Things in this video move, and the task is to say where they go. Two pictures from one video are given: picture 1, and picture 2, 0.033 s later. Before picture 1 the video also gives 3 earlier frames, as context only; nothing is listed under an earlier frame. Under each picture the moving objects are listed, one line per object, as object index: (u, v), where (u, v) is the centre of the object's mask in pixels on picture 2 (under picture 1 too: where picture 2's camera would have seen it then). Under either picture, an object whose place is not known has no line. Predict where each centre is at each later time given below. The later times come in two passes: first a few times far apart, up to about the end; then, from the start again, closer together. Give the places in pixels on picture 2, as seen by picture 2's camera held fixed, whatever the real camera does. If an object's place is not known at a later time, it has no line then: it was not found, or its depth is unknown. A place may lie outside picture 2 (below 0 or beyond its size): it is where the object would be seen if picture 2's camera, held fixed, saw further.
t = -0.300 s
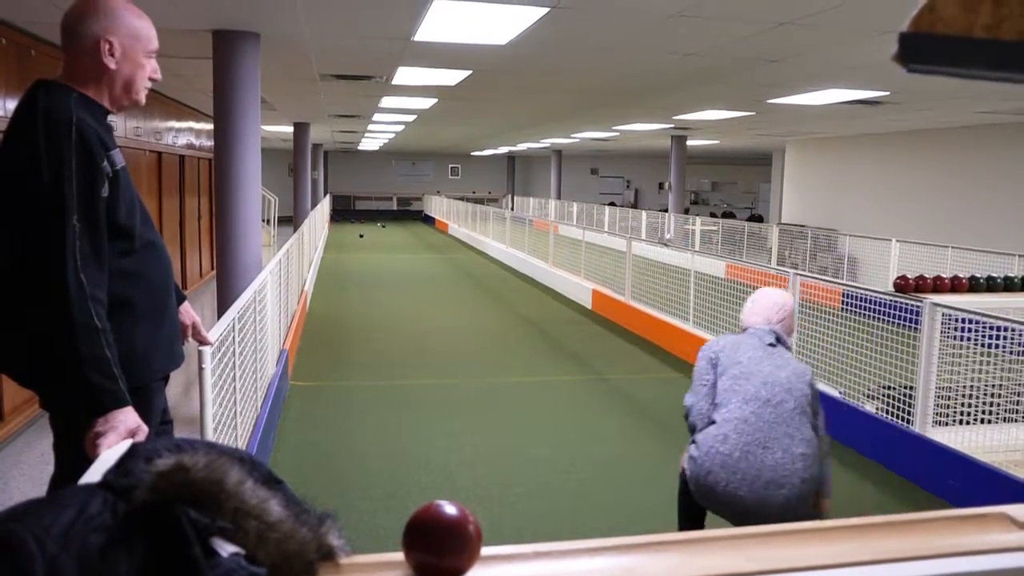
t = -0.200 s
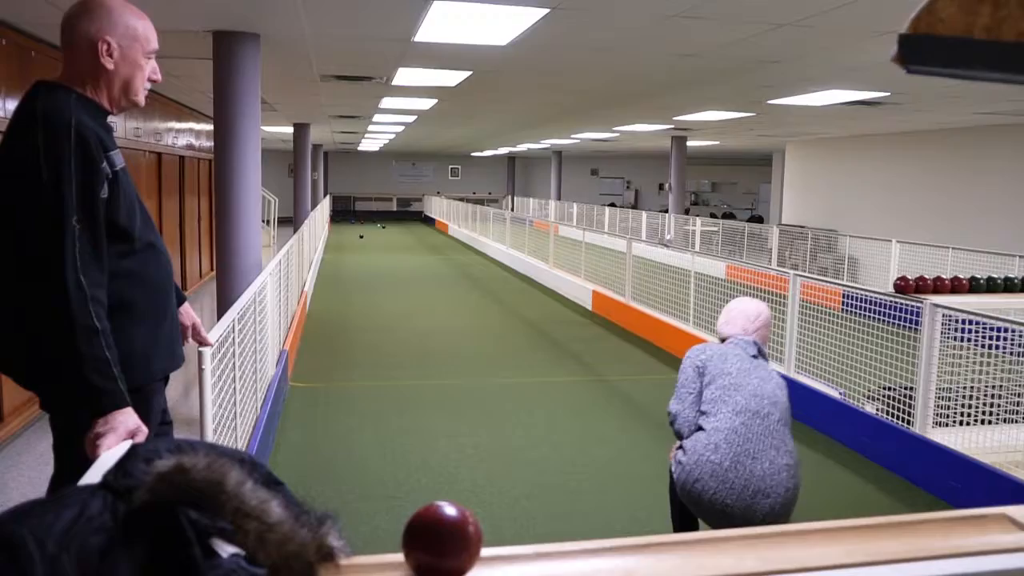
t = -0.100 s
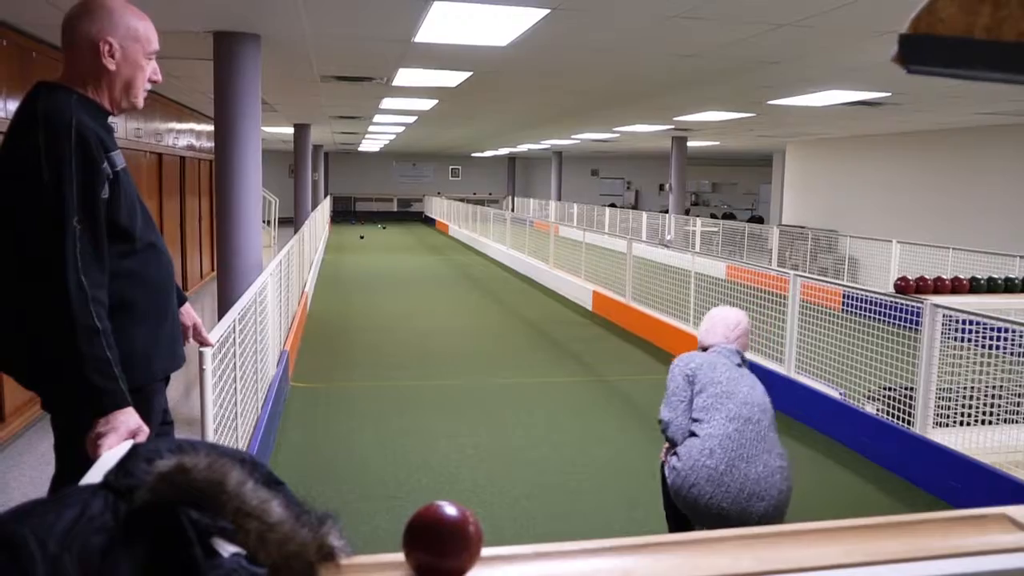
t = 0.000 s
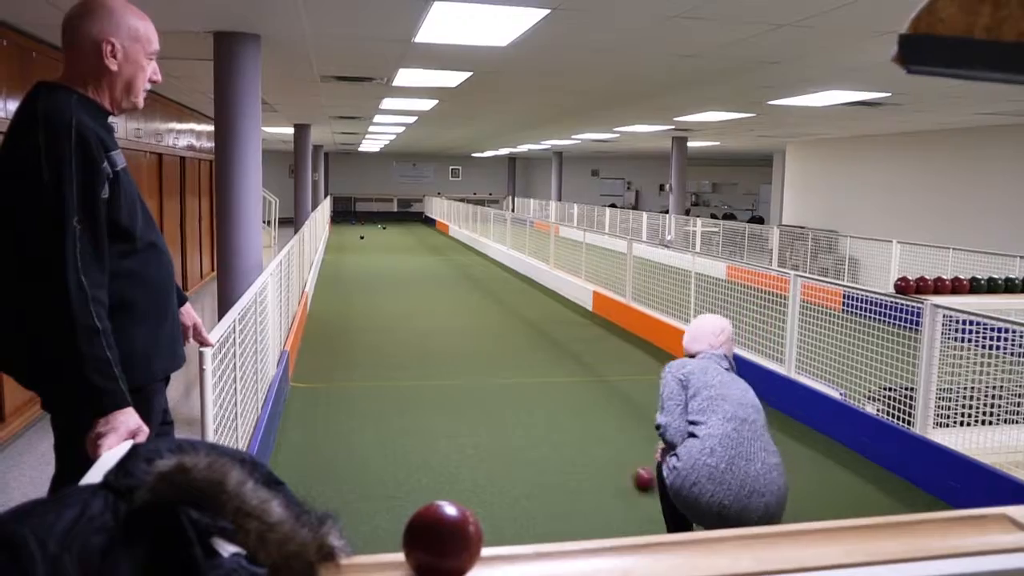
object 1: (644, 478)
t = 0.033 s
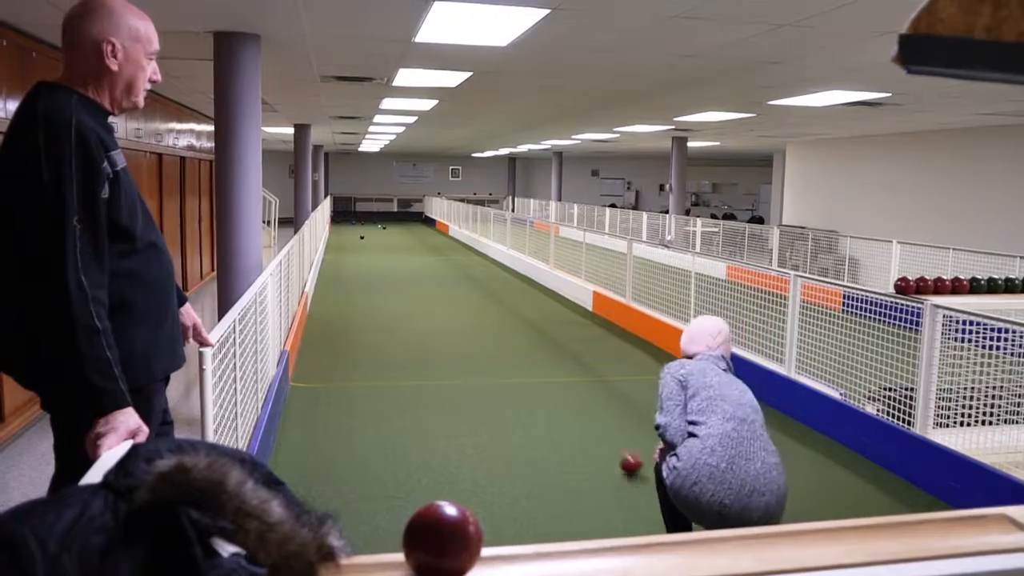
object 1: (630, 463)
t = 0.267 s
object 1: (561, 401)
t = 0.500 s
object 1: (520, 364)
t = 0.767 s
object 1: (491, 338)
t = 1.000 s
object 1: (472, 321)
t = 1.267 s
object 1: (455, 308)
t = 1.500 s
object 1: (443, 296)
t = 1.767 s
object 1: (432, 285)
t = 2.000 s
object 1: (423, 278)
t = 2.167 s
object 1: (418, 273)
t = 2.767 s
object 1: (402, 260)
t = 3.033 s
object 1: (396, 255)
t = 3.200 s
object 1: (393, 252)
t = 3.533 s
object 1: (388, 248)
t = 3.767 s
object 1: (385, 246)
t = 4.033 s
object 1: (381, 243)
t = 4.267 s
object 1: (379, 241)
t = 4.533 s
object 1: (376, 238)
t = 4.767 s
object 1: (373, 236)
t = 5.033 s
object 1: (371, 234)
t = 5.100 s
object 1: (371, 234)
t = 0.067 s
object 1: (618, 449)
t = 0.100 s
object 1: (607, 438)
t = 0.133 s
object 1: (595, 431)
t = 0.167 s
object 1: (586, 425)
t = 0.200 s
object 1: (577, 418)
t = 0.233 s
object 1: (569, 408)
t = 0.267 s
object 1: (561, 401)
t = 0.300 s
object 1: (553, 396)
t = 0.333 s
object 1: (547, 391)
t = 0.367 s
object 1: (541, 383)
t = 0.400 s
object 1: (536, 378)
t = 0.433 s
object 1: (530, 374)
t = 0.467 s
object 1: (525, 369)
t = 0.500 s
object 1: (520, 364)
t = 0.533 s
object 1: (516, 361)
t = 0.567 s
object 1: (512, 358)
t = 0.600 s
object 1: (508, 350)
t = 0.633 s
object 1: (504, 349)
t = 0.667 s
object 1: (501, 346)
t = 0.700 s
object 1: (497, 342)
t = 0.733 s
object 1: (494, 339)
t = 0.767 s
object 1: (491, 338)
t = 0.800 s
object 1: (488, 336)
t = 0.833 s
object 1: (485, 332)
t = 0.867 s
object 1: (482, 331)
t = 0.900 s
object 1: (479, 328)
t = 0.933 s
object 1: (477, 325)
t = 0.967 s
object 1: (475, 323)
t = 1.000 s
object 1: (472, 321)
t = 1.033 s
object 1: (470, 319)
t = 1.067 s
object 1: (468, 318)
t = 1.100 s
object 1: (465, 315)
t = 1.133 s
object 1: (463, 314)
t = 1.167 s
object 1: (461, 311)
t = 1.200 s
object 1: (459, 310)
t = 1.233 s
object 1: (457, 308)
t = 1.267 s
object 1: (455, 308)
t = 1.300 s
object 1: (453, 305)
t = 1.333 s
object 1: (451, 303)
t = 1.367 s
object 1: (450, 302)
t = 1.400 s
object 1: (448, 300)
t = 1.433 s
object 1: (446, 299)
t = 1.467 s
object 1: (445, 297)
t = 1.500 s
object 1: (443, 296)
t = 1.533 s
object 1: (441, 294)
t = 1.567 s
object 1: (440, 293)
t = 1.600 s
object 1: (438, 292)
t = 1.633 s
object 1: (437, 290)
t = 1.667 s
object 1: (436, 289)
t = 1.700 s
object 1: (434, 288)
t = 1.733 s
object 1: (433, 287)
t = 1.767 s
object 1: (432, 285)
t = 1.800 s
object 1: (430, 284)
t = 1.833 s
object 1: (429, 283)
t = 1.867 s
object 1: (428, 282)
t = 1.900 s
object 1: (427, 281)
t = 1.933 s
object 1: (425, 280)
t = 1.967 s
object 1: (424, 279)
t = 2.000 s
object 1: (423, 278)
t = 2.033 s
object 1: (422, 277)
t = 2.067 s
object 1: (421, 276)
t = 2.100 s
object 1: (420, 275)
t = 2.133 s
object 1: (419, 274)
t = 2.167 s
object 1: (418, 273)
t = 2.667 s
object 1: (404, 261)
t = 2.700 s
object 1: (403, 261)
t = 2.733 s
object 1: (402, 260)
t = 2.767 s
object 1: (402, 260)
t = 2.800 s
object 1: (401, 259)
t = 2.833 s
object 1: (400, 259)
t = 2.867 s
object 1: (400, 258)
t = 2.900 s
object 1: (399, 257)
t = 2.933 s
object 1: (398, 257)
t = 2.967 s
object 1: (397, 256)
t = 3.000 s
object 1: (397, 256)
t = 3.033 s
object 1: (396, 255)
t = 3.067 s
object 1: (396, 254)
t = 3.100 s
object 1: (395, 254)
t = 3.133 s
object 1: (394, 253)
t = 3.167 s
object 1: (394, 253)
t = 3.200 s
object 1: (393, 252)
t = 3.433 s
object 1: (389, 249)
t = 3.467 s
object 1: (389, 249)
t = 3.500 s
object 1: (388, 249)
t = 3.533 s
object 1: (388, 248)
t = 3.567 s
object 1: (388, 248)
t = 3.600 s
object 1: (387, 248)
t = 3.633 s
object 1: (386, 247)
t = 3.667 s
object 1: (386, 247)
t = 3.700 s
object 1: (385, 246)
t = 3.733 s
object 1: (385, 246)
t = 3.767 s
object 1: (385, 246)
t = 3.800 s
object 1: (384, 245)
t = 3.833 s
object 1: (384, 245)
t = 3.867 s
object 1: (384, 245)
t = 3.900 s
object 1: (383, 244)
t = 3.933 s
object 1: (383, 244)
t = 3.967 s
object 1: (382, 244)
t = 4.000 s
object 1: (382, 243)
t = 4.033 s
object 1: (381, 243)
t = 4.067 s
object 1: (381, 242)
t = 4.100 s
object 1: (381, 242)
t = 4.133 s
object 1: (381, 242)
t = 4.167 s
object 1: (380, 241)
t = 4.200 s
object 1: (380, 241)
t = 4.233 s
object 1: (379, 241)
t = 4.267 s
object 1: (379, 241)
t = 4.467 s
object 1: (376, 238)
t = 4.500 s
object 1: (376, 238)
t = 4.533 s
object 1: (376, 238)
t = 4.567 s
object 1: (376, 238)
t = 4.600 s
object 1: (375, 237)
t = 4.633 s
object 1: (375, 237)
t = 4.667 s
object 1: (375, 237)
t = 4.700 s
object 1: (375, 236)
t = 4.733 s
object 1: (375, 236)
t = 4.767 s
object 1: (373, 236)
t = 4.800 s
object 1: (373, 236)
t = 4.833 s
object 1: (373, 235)
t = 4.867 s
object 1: (373, 235)
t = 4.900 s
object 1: (372, 235)
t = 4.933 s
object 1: (372, 235)
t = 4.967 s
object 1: (372, 235)
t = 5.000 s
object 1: (371, 234)
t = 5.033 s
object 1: (371, 234)
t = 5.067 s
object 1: (371, 234)
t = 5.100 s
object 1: (371, 234)
